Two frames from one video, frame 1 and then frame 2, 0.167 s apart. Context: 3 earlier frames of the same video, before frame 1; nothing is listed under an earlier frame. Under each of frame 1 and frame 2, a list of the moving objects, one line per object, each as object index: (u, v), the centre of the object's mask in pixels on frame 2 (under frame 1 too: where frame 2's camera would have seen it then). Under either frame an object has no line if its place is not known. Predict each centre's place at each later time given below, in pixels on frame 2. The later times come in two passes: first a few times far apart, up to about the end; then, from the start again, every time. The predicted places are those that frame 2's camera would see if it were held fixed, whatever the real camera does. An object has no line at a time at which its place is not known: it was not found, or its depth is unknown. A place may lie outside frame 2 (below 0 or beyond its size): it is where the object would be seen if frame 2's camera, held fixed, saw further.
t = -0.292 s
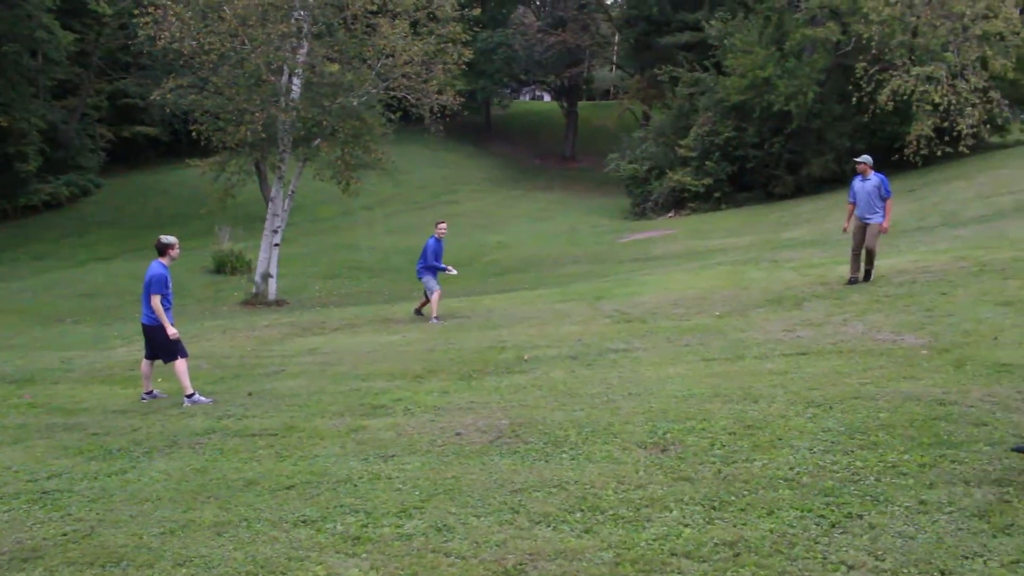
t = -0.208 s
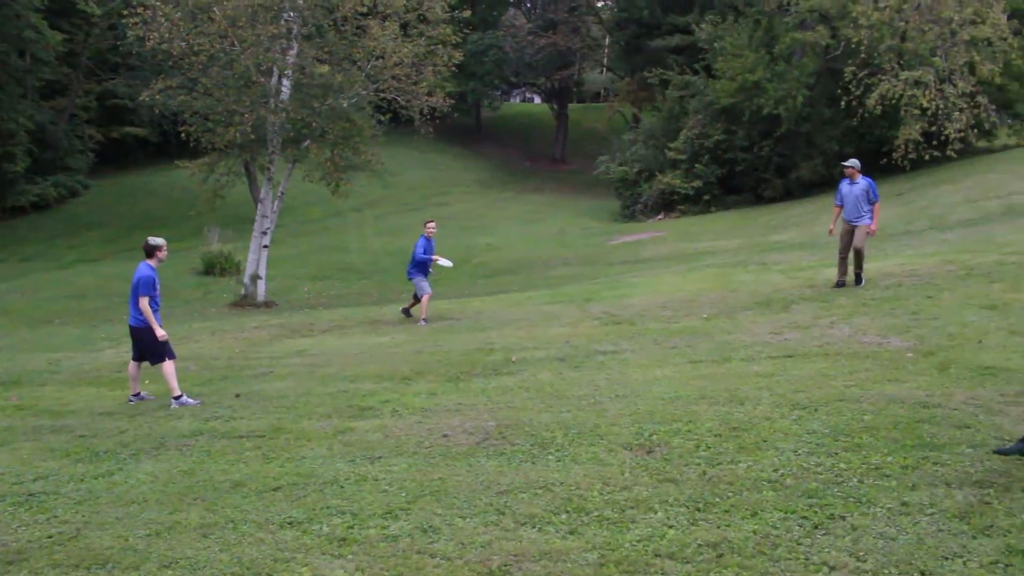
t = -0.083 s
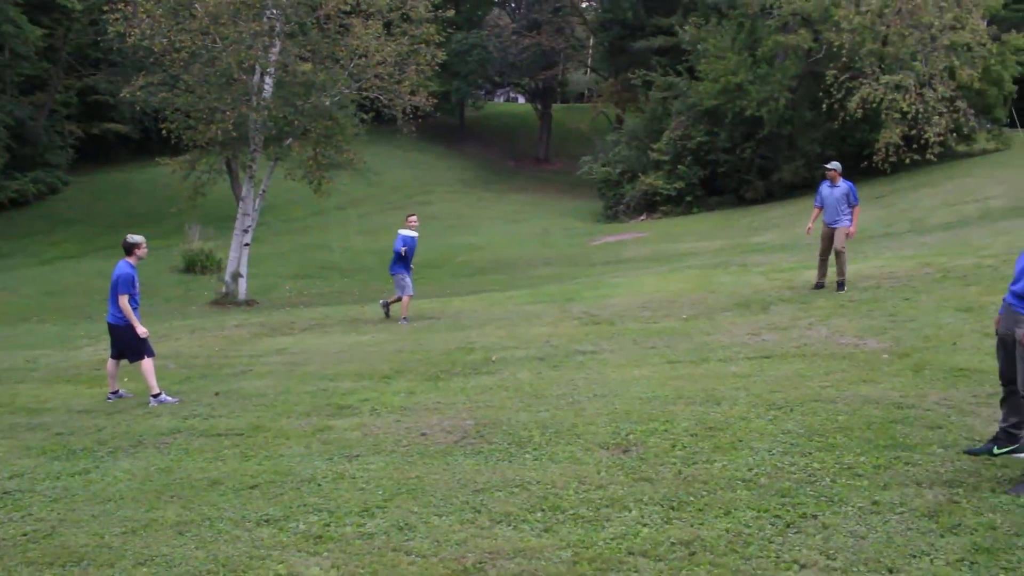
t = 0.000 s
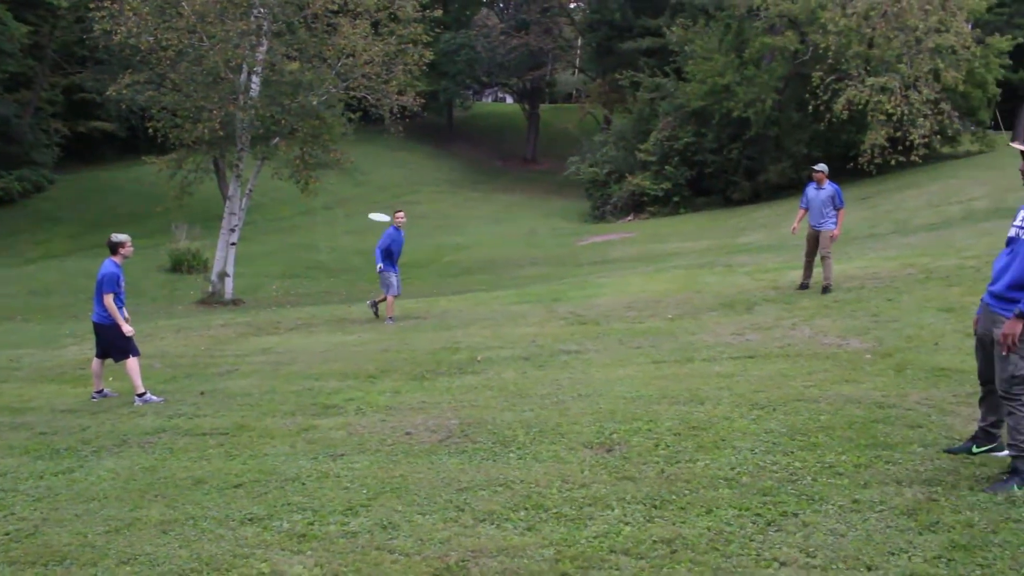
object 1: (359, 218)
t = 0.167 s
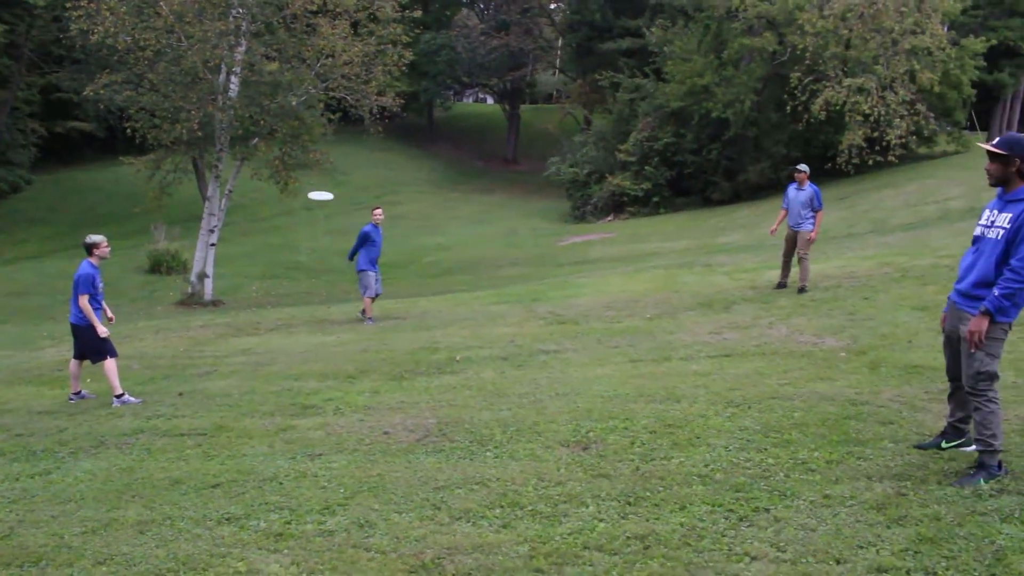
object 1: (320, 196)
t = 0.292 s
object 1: (285, 184)
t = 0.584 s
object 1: (170, 171)
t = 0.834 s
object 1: (24, 189)
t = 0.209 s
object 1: (309, 191)
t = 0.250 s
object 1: (298, 187)
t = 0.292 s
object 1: (285, 184)
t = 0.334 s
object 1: (271, 180)
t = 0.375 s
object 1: (257, 177)
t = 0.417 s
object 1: (241, 175)
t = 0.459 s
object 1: (225, 173)
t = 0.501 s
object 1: (208, 172)
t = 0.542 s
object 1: (189, 171)
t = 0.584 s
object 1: (170, 171)
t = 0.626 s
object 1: (149, 173)
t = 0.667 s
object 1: (127, 174)
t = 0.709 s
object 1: (104, 177)
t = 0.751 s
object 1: (79, 180)
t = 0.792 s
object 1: (53, 184)
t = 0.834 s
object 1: (24, 189)
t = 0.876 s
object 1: (1, 195)
